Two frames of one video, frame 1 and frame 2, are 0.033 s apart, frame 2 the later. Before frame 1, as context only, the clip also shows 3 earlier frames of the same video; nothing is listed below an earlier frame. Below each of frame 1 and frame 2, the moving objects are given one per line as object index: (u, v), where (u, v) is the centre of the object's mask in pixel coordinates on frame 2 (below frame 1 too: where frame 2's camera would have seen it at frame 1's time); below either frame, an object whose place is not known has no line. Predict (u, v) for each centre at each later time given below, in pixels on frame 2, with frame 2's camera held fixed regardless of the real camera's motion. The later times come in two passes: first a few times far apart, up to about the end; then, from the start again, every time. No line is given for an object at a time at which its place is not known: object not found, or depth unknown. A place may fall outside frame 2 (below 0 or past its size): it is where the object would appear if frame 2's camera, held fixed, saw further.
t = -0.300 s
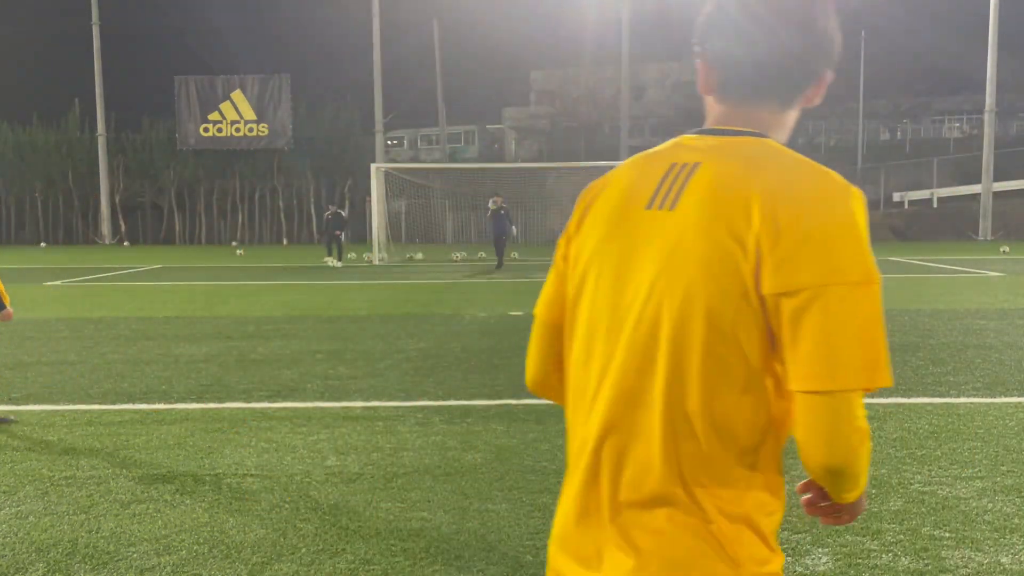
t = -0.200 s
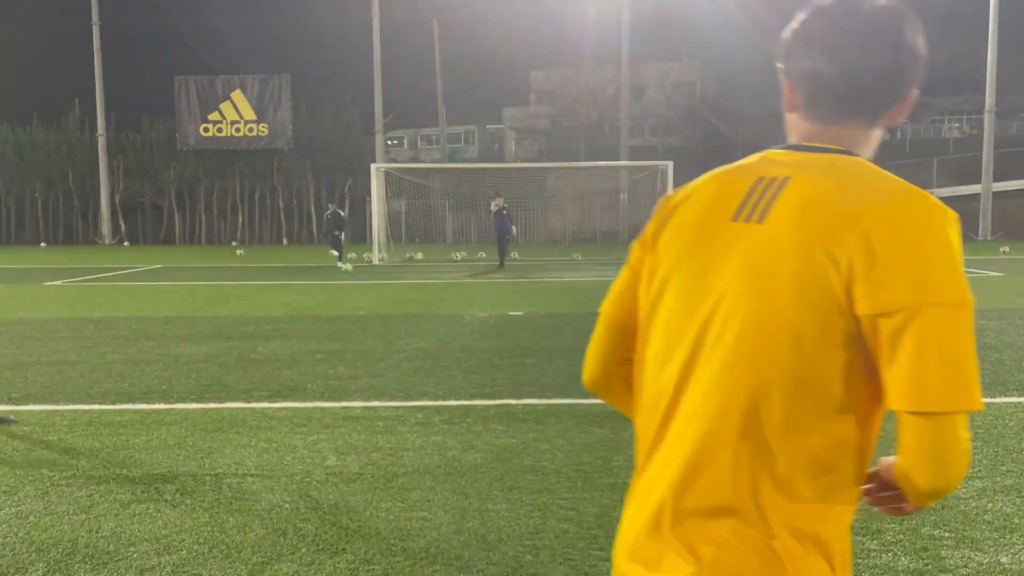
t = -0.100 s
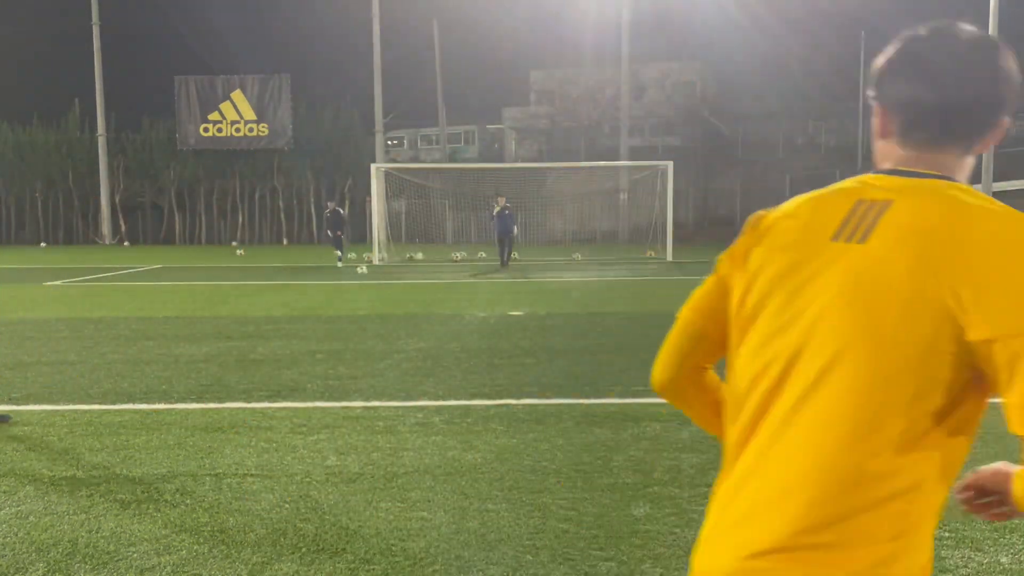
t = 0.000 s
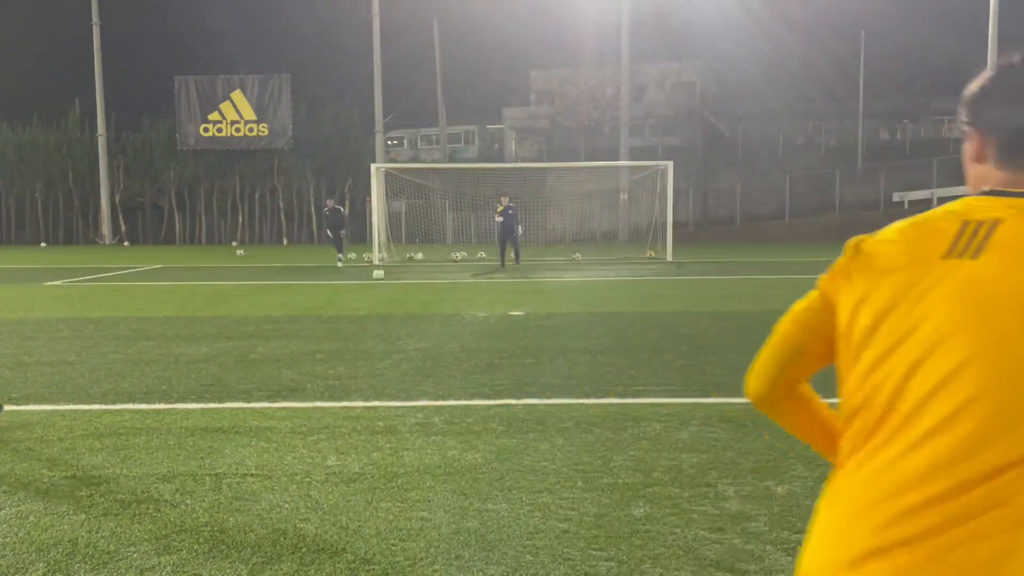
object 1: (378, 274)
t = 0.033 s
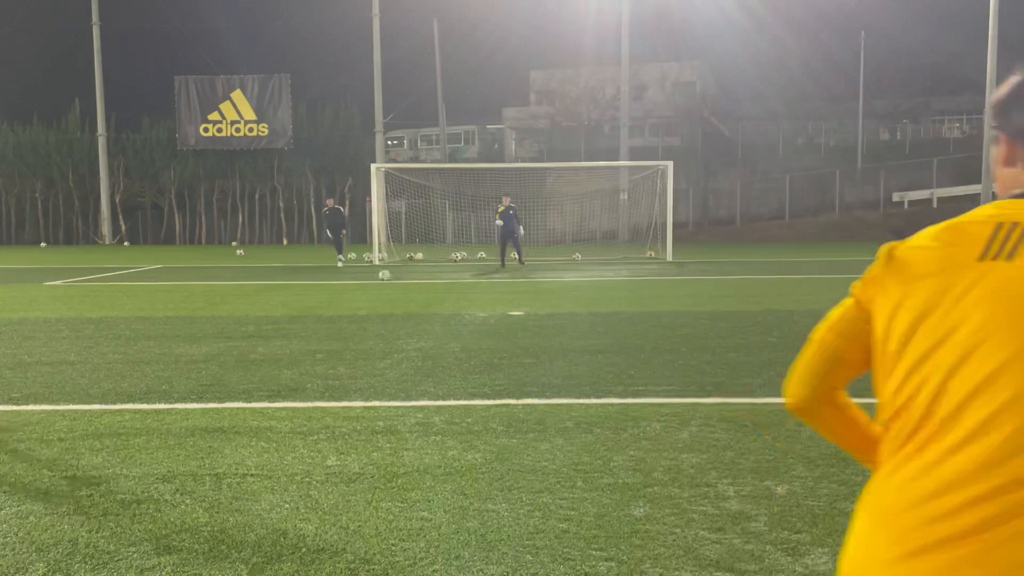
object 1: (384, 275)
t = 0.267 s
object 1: (428, 283)
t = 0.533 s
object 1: (485, 293)
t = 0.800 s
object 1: (550, 303)
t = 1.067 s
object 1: (631, 319)
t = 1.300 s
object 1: (723, 332)
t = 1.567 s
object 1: (865, 356)
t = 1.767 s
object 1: (1009, 381)
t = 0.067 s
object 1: (390, 276)
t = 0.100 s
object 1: (396, 277)
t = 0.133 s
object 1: (402, 278)
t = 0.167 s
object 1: (408, 279)
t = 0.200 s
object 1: (414, 280)
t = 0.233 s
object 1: (421, 282)
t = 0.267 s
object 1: (428, 283)
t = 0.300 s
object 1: (434, 284)
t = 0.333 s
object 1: (442, 285)
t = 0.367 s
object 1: (449, 287)
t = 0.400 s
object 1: (455, 288)
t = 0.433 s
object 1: (463, 289)
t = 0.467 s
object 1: (470, 290)
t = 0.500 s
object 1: (478, 292)
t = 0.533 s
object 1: (485, 293)
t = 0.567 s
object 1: (493, 294)
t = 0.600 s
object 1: (500, 295)
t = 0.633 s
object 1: (508, 298)
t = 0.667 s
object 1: (516, 299)
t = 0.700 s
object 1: (524, 301)
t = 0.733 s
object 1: (533, 302)
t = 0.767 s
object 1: (541, 303)
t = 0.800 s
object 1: (550, 303)
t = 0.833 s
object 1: (559, 305)
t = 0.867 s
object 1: (568, 308)
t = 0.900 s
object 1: (578, 309)
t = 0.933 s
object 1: (588, 309)
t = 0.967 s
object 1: (598, 310)
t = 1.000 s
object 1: (608, 312)
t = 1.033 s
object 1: (620, 314)
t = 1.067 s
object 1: (631, 319)
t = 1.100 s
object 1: (643, 321)
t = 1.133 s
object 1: (655, 321)
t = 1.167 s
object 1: (667, 323)
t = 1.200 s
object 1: (681, 326)
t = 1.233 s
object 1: (695, 331)
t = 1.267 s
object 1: (708, 332)
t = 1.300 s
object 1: (723, 332)
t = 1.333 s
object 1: (739, 333)
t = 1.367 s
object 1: (754, 336)
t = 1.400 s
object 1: (771, 340)
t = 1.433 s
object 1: (788, 346)
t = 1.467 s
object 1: (806, 351)
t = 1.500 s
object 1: (825, 350)
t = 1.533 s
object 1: (846, 352)
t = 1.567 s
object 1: (865, 356)
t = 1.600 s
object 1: (887, 360)
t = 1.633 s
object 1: (909, 367)
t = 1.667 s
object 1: (933, 372)
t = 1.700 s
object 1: (958, 374)
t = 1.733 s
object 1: (984, 376)
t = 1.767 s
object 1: (1009, 381)
